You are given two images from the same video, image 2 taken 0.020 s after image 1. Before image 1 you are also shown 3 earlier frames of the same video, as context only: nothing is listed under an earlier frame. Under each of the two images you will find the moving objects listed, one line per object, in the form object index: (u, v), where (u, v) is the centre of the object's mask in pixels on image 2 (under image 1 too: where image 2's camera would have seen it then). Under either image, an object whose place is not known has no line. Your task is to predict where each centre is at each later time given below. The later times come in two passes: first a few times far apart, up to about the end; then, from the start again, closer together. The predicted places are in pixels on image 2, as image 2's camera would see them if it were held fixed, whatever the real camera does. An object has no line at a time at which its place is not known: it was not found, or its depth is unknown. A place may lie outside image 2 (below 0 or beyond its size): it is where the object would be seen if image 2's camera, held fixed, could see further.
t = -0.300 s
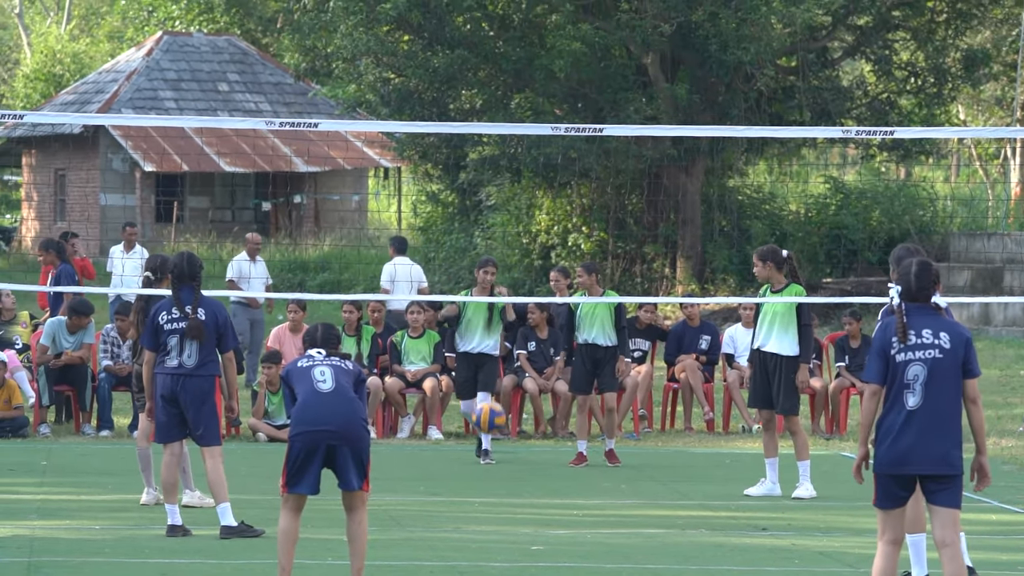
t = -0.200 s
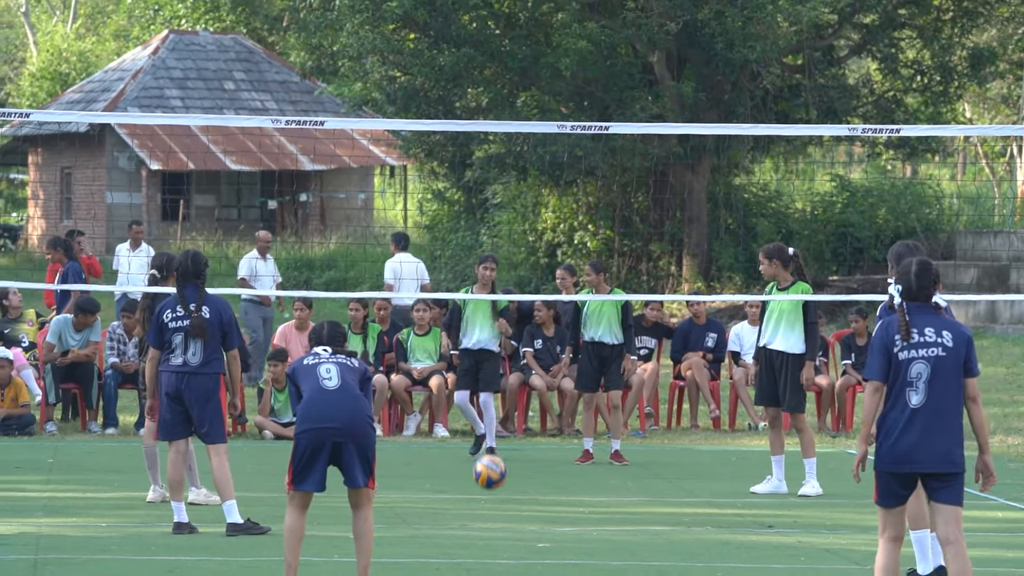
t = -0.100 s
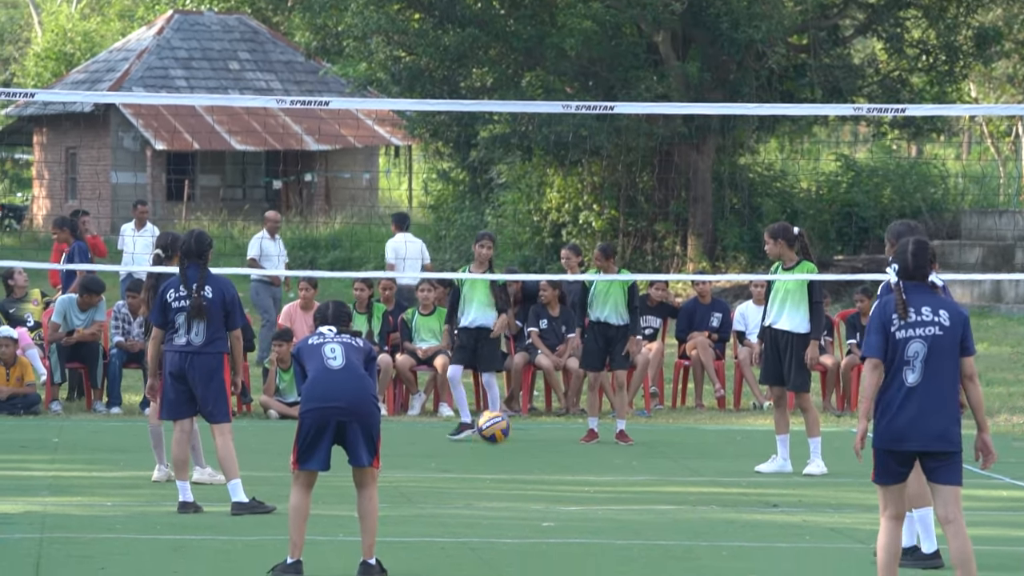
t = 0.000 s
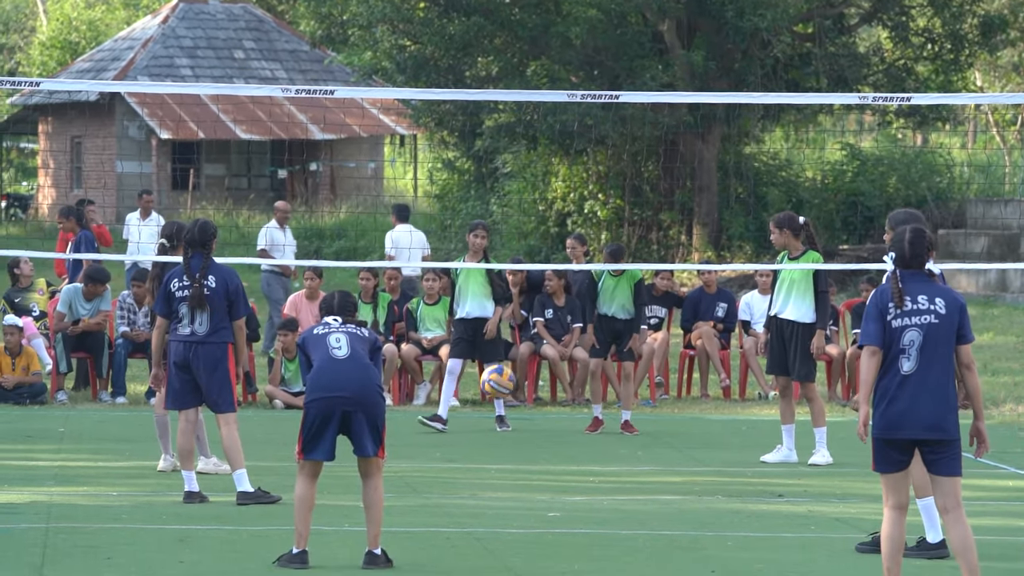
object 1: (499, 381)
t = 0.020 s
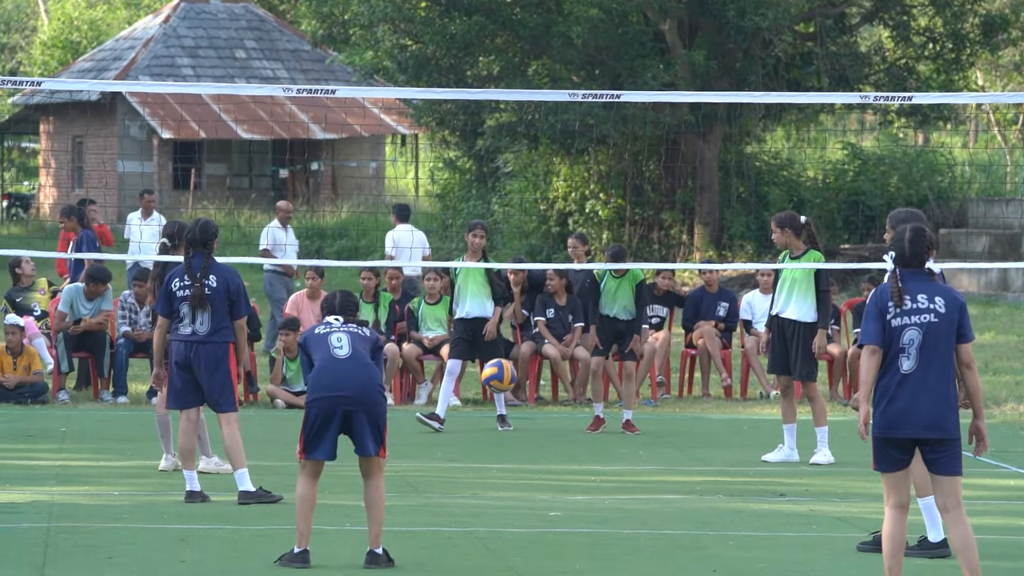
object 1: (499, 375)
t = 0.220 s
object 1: (496, 360)
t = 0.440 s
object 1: (492, 420)
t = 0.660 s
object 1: (490, 434)
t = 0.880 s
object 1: (486, 416)
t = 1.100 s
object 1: (482, 488)
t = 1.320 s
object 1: (478, 445)
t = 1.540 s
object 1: (474, 483)
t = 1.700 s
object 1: (471, 489)
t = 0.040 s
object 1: (499, 371)
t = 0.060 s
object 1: (499, 368)
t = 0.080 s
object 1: (498, 365)
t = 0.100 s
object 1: (498, 362)
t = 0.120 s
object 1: (498, 360)
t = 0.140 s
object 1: (497, 358)
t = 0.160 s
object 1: (497, 358)
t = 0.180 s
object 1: (497, 357)
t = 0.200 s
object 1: (496, 358)
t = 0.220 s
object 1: (496, 360)
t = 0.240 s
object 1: (496, 362)
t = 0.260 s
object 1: (495, 365)
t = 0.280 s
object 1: (495, 368)
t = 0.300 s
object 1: (494, 372)
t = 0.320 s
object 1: (494, 376)
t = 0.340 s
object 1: (494, 381)
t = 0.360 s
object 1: (493, 388)
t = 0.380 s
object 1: (493, 395)
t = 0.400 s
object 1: (493, 403)
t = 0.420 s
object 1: (492, 411)
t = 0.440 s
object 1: (492, 420)
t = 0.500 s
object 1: (491, 451)
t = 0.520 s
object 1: (490, 463)
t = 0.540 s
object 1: (490, 475)
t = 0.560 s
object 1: (490, 470)
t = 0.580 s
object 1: (490, 461)
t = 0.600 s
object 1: (490, 453)
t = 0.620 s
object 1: (490, 446)
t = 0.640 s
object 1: (489, 440)
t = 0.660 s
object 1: (490, 434)
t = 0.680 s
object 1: (489, 429)
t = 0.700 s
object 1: (489, 424)
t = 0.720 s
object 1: (489, 421)
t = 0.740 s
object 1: (488, 418)
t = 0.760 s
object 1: (488, 416)
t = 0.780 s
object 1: (487, 414)
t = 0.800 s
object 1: (487, 413)
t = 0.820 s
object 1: (487, 412)
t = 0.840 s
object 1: (487, 413)
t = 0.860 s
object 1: (486, 414)
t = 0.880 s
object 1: (486, 416)
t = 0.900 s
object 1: (485, 419)
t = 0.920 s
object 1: (485, 422)
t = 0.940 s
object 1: (485, 427)
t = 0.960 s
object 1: (485, 432)
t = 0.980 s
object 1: (485, 437)
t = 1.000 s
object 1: (484, 444)
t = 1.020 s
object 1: (484, 451)
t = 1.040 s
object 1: (484, 459)
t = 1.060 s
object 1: (483, 468)
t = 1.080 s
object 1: (482, 478)
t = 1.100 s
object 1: (482, 488)
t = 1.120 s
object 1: (481, 492)
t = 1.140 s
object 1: (481, 484)
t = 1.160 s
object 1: (481, 477)
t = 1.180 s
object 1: (481, 470)
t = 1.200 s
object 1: (480, 464)
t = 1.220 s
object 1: (480, 459)
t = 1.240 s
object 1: (480, 454)
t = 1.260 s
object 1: (479, 451)
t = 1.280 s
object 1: (479, 448)
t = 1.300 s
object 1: (478, 446)
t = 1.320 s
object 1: (478, 445)
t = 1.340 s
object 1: (478, 444)
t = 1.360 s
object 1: (477, 445)
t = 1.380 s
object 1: (477, 445)
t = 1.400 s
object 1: (477, 447)
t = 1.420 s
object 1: (476, 450)
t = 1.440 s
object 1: (476, 453)
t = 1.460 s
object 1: (475, 457)
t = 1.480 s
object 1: (475, 462)
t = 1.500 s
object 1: (474, 468)
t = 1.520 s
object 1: (474, 475)
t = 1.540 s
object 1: (474, 483)
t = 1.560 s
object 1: (473, 491)
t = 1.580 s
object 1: (473, 501)
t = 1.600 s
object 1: (472, 510)
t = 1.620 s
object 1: (472, 512)
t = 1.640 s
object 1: (472, 506)
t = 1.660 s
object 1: (471, 499)
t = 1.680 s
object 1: (471, 494)
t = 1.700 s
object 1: (471, 489)
